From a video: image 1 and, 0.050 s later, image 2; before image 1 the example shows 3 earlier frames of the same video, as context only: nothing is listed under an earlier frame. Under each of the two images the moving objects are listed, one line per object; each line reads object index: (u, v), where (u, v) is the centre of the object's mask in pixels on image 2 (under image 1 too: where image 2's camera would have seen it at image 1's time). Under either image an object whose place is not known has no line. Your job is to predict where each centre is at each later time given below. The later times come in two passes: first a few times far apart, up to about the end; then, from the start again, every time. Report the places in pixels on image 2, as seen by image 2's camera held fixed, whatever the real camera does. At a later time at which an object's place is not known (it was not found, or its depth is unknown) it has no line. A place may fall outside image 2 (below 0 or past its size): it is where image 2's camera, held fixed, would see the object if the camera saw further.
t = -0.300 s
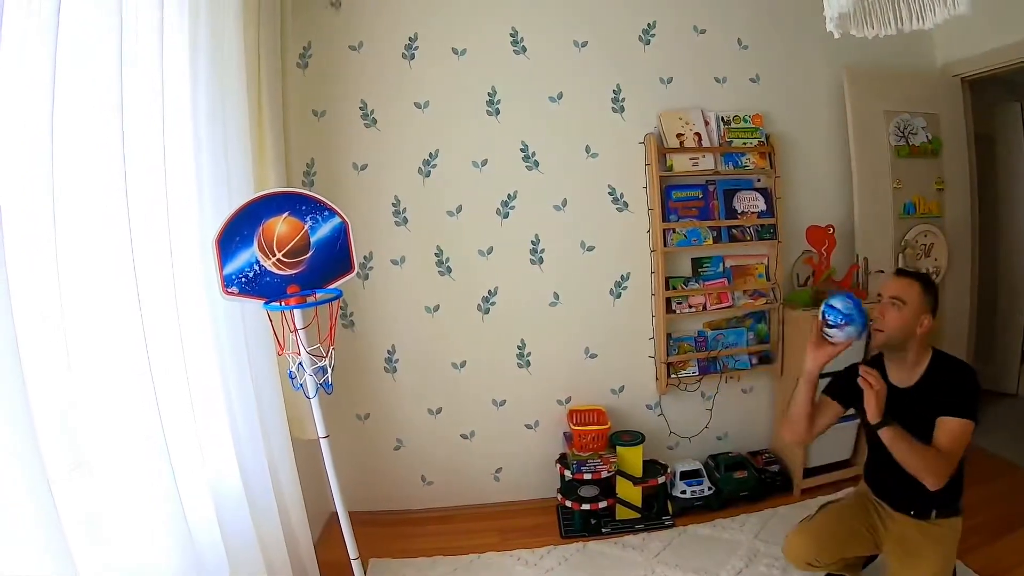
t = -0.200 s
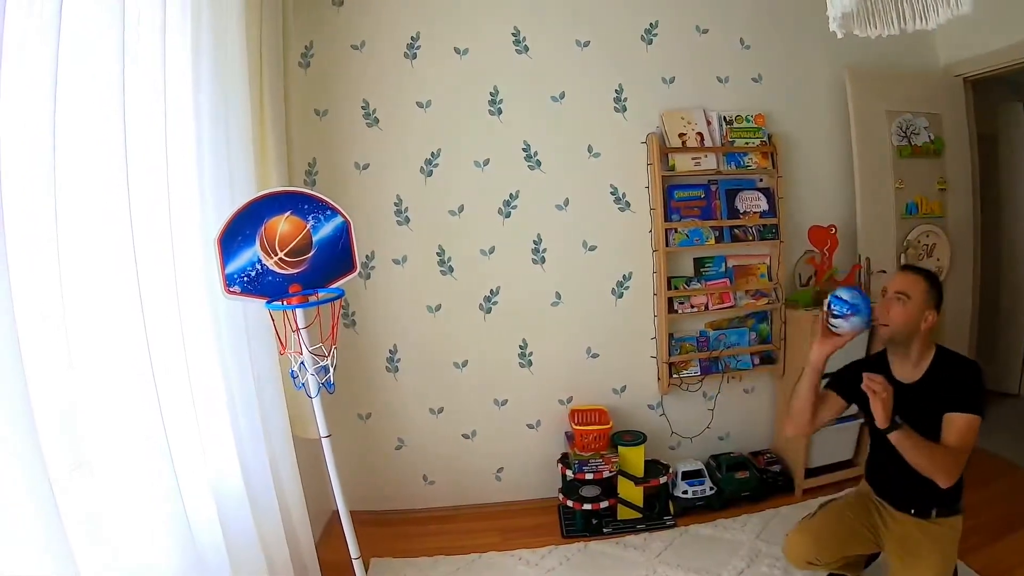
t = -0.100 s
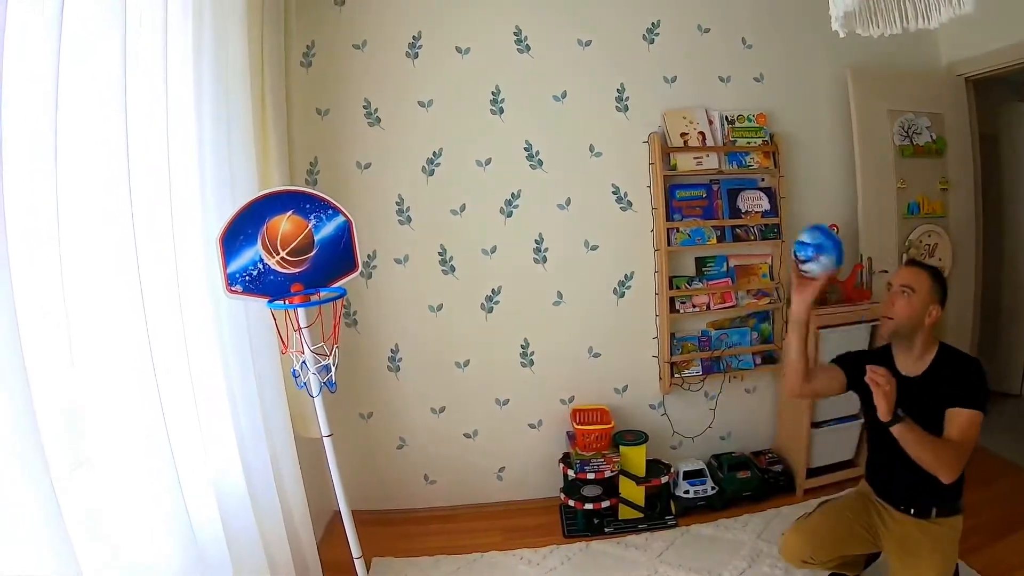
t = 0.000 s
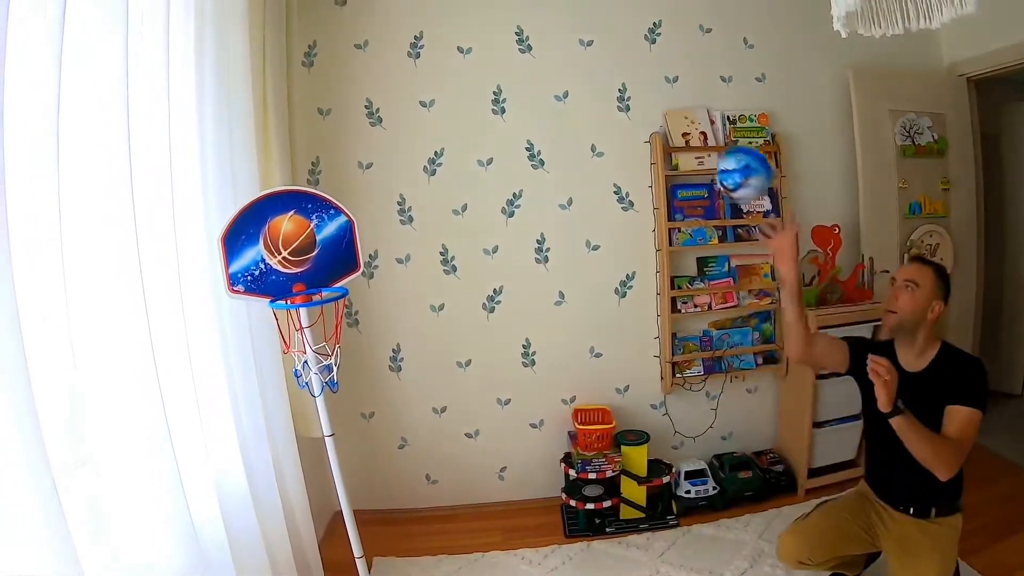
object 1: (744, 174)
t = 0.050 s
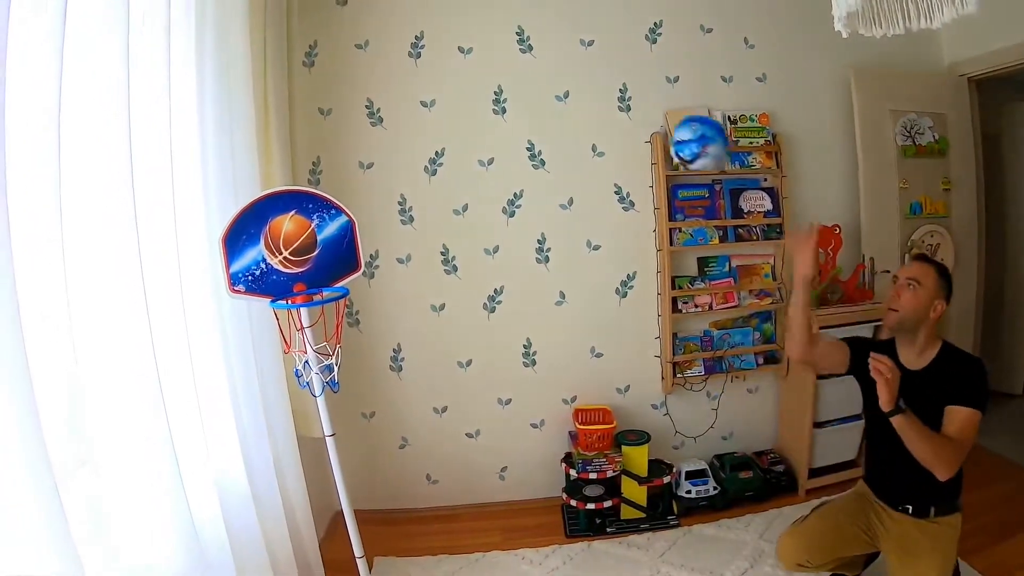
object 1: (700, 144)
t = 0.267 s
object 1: (479, 119)
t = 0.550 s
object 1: (220, 268)
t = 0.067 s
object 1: (684, 136)
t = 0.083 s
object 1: (668, 128)
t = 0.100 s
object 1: (652, 123)
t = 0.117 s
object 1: (635, 118)
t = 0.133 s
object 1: (618, 114)
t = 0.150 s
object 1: (601, 111)
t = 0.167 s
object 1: (584, 108)
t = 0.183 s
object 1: (567, 108)
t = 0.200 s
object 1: (550, 107)
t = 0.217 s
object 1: (532, 109)
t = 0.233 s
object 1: (515, 111)
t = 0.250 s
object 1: (497, 115)
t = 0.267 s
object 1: (479, 119)
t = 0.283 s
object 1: (461, 126)
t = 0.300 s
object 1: (444, 133)
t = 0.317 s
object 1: (426, 141)
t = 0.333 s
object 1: (409, 151)
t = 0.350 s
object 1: (391, 162)
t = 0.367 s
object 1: (373, 173)
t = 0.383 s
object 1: (355, 186)
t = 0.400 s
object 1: (338, 200)
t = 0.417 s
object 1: (322, 215)
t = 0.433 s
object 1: (307, 231)
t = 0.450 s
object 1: (290, 249)
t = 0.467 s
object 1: (276, 267)
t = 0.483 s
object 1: (264, 277)
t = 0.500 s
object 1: (255, 276)
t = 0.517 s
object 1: (243, 272)
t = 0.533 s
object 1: (232, 269)
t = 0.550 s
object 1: (220, 268)
